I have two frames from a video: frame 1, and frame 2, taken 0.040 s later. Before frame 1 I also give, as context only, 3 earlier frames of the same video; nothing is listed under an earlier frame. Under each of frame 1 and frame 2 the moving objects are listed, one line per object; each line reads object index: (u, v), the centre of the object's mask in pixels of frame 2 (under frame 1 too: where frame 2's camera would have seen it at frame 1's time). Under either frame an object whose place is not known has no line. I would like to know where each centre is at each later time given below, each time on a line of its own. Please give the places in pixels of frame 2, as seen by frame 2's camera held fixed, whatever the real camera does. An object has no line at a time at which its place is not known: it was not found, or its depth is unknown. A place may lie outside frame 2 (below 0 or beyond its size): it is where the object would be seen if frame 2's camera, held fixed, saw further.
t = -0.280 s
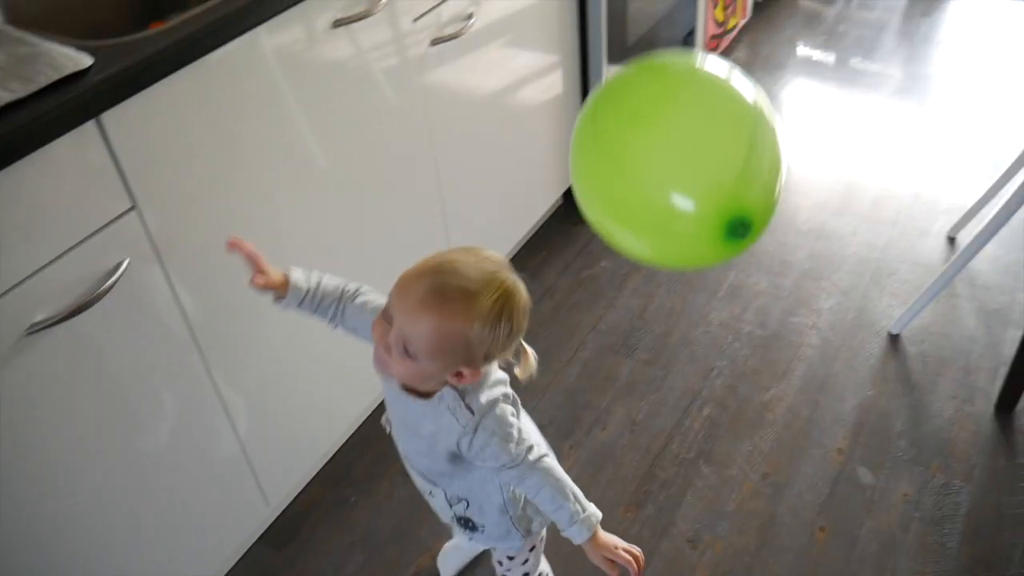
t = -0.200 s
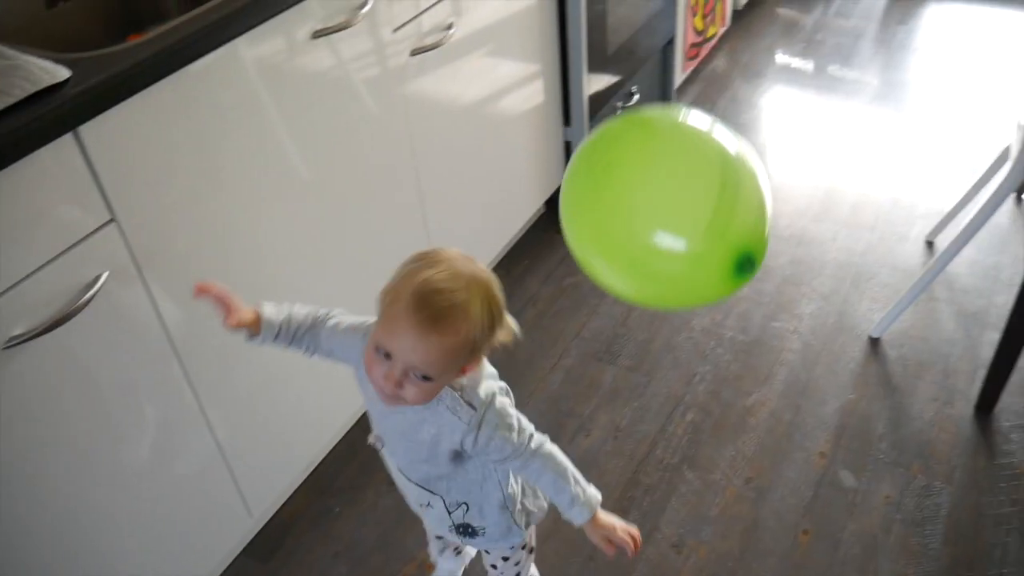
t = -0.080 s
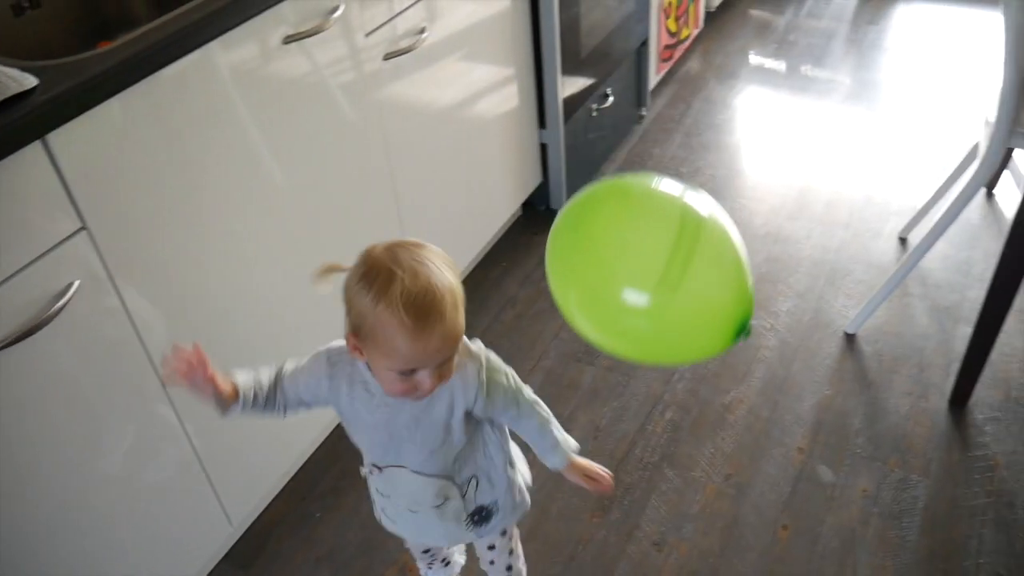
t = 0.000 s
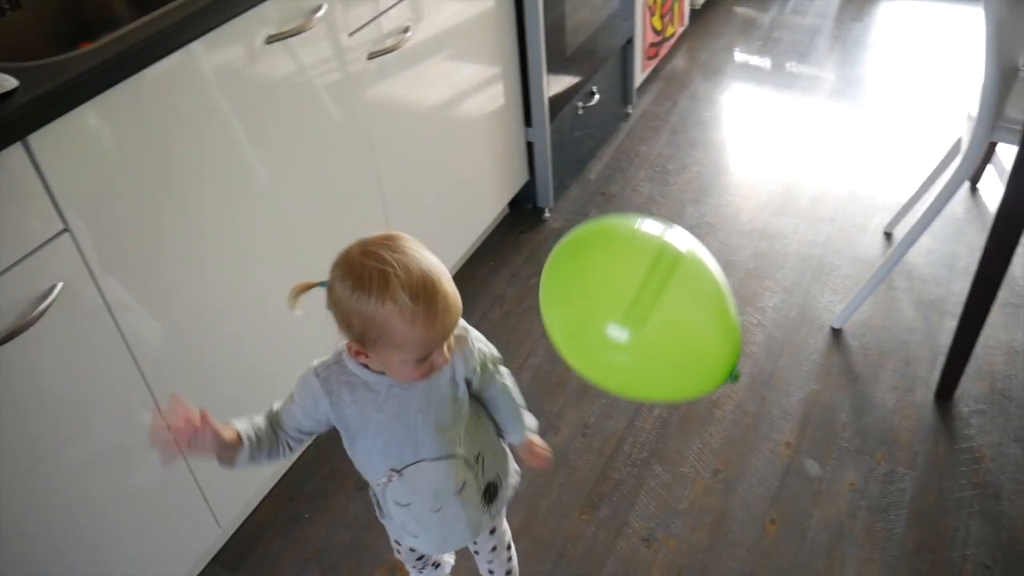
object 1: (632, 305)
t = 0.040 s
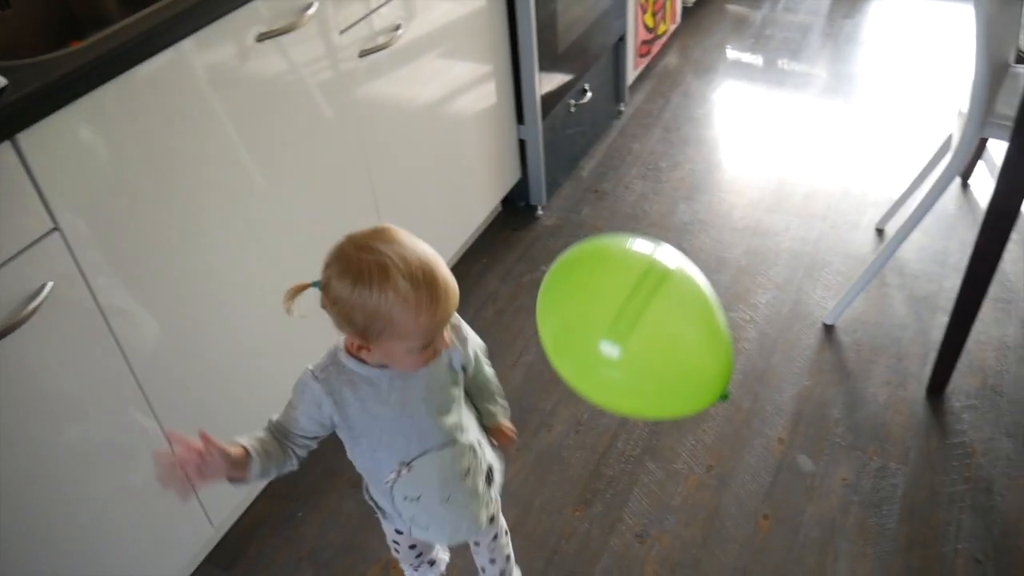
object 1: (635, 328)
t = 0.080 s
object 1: (638, 350)
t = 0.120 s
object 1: (641, 373)
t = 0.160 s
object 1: (644, 396)
